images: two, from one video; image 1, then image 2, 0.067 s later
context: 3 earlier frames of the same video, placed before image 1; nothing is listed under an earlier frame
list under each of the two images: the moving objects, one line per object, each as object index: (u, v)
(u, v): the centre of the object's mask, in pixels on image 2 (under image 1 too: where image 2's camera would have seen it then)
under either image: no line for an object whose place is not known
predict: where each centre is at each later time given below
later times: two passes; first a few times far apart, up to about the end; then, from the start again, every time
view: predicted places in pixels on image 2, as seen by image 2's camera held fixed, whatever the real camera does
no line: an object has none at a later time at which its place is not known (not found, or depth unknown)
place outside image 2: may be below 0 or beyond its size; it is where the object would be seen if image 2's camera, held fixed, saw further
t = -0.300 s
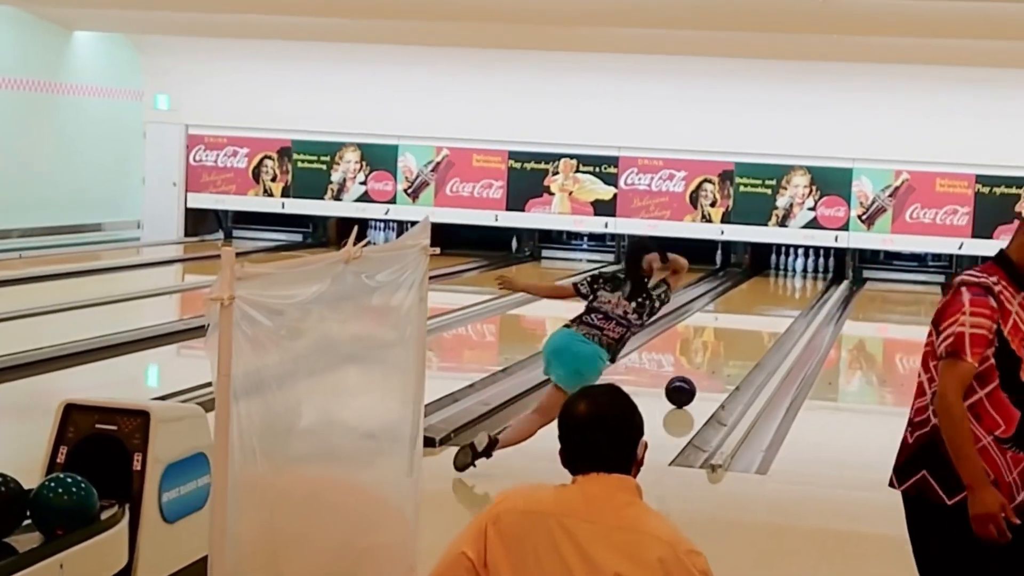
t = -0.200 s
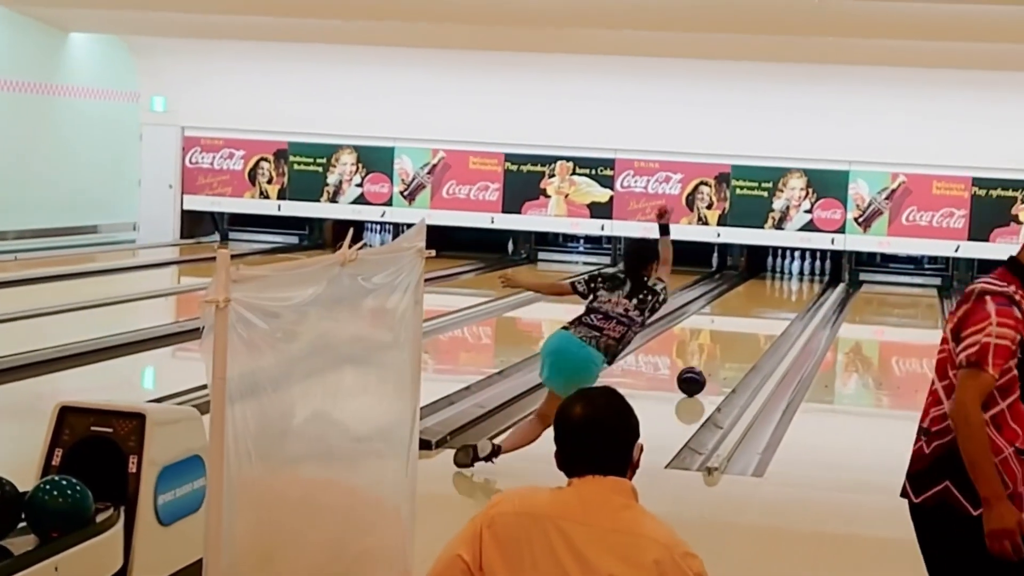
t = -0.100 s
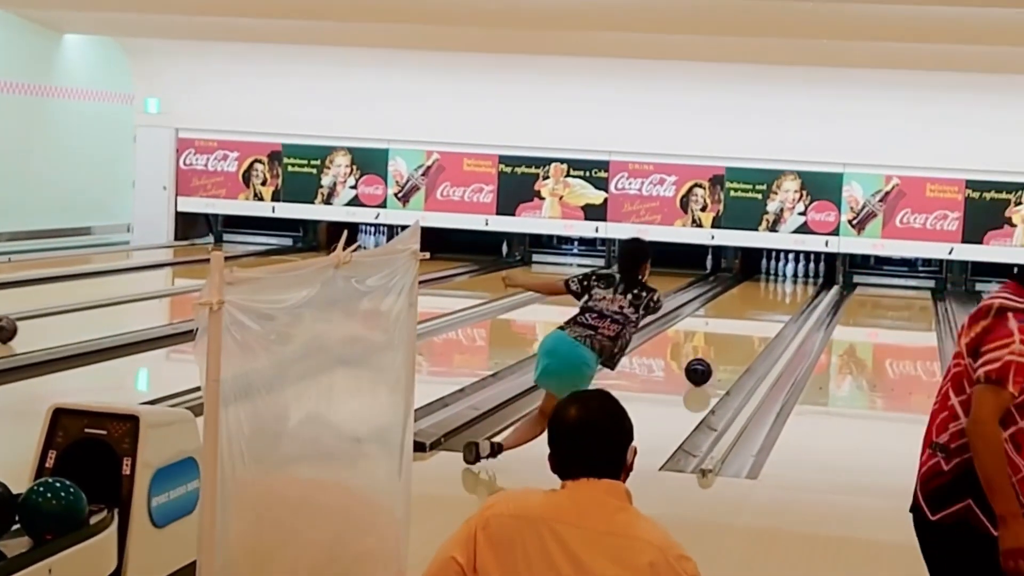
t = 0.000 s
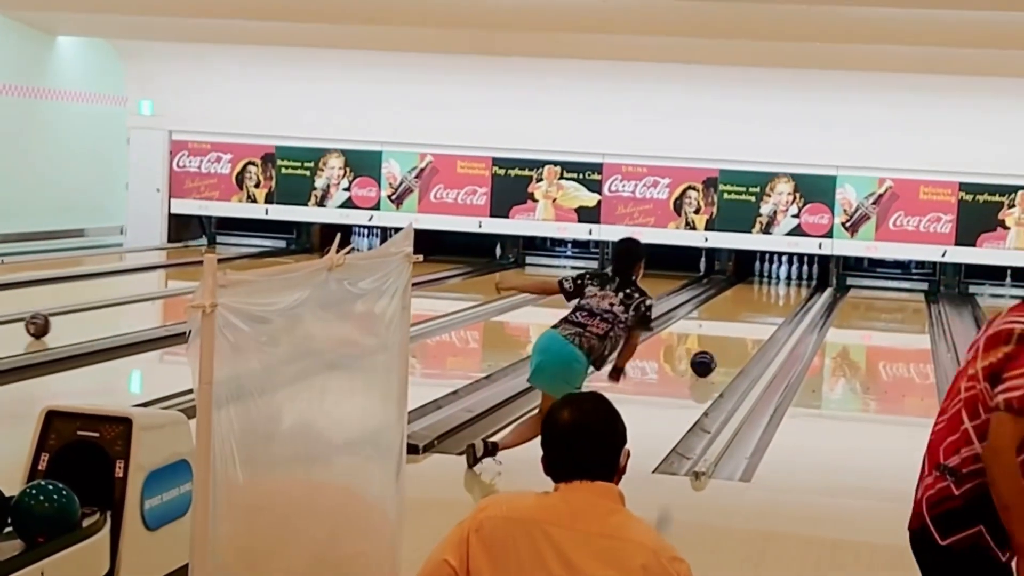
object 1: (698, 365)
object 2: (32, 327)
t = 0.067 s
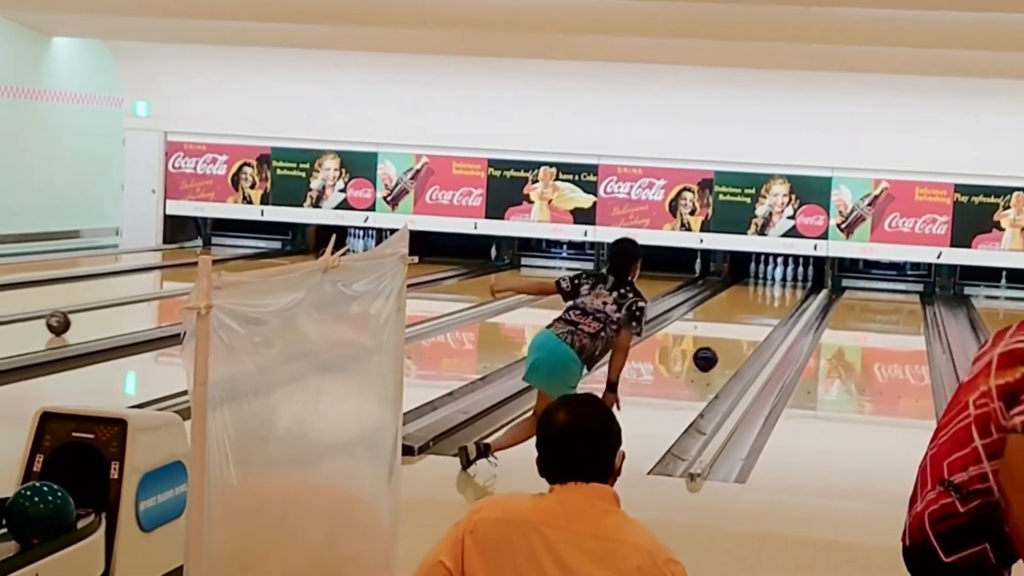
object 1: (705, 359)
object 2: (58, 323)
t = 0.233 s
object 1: (720, 345)
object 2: (116, 315)
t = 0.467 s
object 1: (737, 329)
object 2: (184, 298)
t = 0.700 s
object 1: (750, 315)
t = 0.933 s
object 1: (761, 305)
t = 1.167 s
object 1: (769, 296)
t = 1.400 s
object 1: (775, 288)
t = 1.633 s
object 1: (777, 281)
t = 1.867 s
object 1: (779, 275)
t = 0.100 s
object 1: (708, 356)
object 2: (71, 321)
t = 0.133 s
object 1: (712, 353)
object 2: (82, 319)
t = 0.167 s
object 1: (715, 350)
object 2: (94, 317)
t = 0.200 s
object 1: (718, 347)
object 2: (105, 316)
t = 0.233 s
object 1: (720, 345)
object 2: (116, 315)
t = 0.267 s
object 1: (723, 342)
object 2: (127, 313)
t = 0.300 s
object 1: (726, 340)
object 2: (137, 311)
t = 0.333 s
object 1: (728, 337)
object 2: (147, 310)
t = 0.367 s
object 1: (730, 335)
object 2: (157, 308)
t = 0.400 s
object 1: (733, 333)
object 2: (167, 307)
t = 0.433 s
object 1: (735, 331)
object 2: (174, 304)
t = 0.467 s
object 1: (737, 329)
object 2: (184, 298)
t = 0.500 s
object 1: (739, 326)
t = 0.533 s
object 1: (741, 325)
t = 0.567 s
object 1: (743, 323)
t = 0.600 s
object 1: (745, 321)
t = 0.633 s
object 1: (747, 319)
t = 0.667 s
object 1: (749, 317)
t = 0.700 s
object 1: (750, 315)
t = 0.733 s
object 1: (752, 314)
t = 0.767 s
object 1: (753, 312)
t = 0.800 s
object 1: (755, 310)
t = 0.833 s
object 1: (756, 309)
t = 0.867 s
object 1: (758, 308)
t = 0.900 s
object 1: (759, 306)
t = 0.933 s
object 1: (761, 305)
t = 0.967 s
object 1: (762, 303)
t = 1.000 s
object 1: (763, 302)
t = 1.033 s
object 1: (765, 300)
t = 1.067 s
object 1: (766, 299)
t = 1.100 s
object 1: (767, 298)
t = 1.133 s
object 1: (768, 297)
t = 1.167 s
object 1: (769, 296)
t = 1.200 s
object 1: (770, 294)
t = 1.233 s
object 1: (771, 293)
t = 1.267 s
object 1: (772, 292)
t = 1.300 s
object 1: (773, 291)
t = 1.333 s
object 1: (773, 291)
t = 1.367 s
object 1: (774, 289)
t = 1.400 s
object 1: (775, 288)
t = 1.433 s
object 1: (775, 286)
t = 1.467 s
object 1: (776, 286)
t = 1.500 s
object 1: (777, 285)
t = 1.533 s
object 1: (778, 284)
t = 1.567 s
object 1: (778, 283)
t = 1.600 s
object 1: (777, 283)
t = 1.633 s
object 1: (777, 281)
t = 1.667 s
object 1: (778, 280)
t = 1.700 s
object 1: (778, 280)
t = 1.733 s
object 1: (778, 279)
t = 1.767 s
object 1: (778, 278)
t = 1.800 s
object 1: (778, 277)
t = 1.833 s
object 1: (778, 277)
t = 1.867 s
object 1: (779, 275)
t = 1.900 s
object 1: (782, 275)
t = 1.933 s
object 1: (778, 275)
